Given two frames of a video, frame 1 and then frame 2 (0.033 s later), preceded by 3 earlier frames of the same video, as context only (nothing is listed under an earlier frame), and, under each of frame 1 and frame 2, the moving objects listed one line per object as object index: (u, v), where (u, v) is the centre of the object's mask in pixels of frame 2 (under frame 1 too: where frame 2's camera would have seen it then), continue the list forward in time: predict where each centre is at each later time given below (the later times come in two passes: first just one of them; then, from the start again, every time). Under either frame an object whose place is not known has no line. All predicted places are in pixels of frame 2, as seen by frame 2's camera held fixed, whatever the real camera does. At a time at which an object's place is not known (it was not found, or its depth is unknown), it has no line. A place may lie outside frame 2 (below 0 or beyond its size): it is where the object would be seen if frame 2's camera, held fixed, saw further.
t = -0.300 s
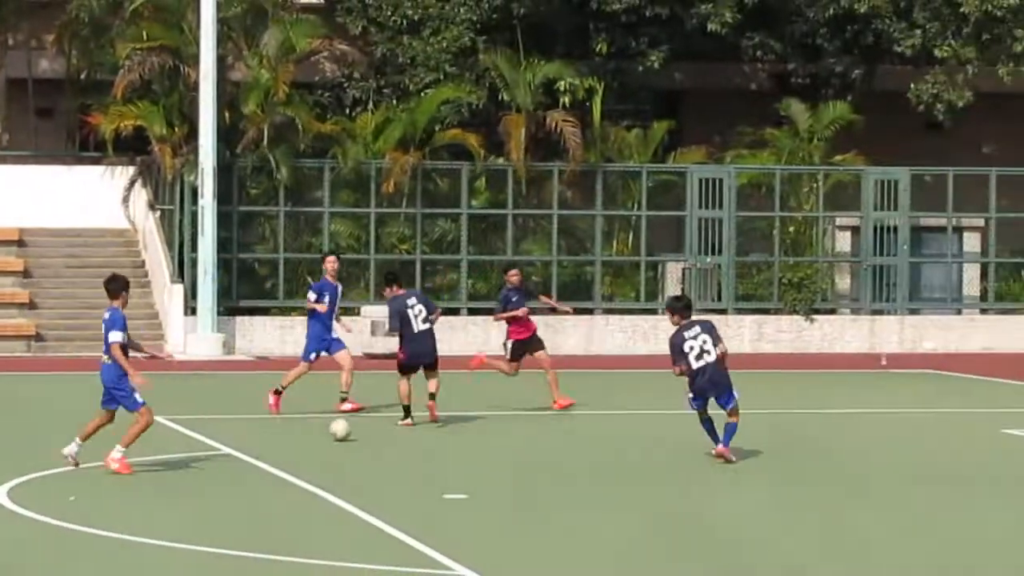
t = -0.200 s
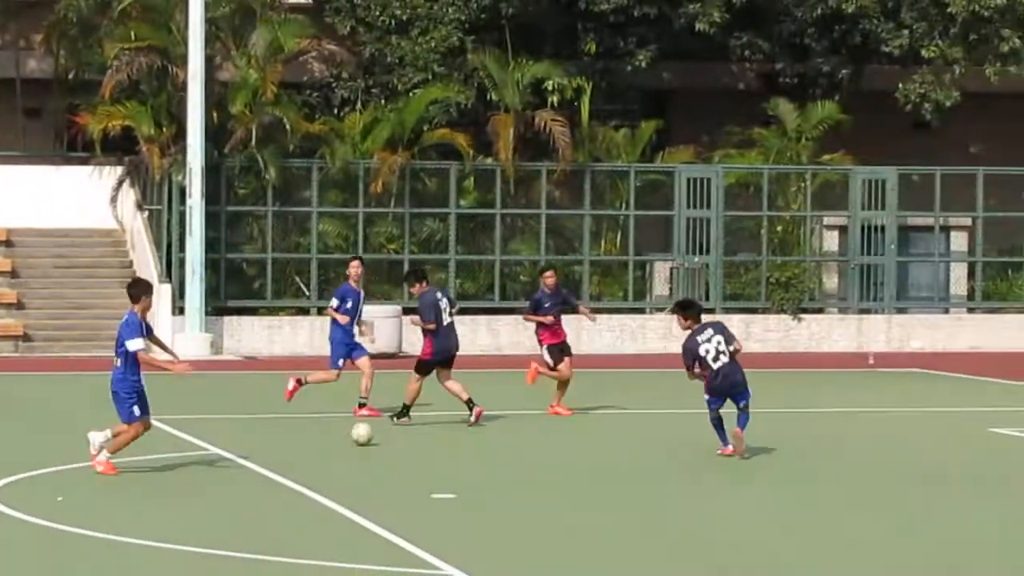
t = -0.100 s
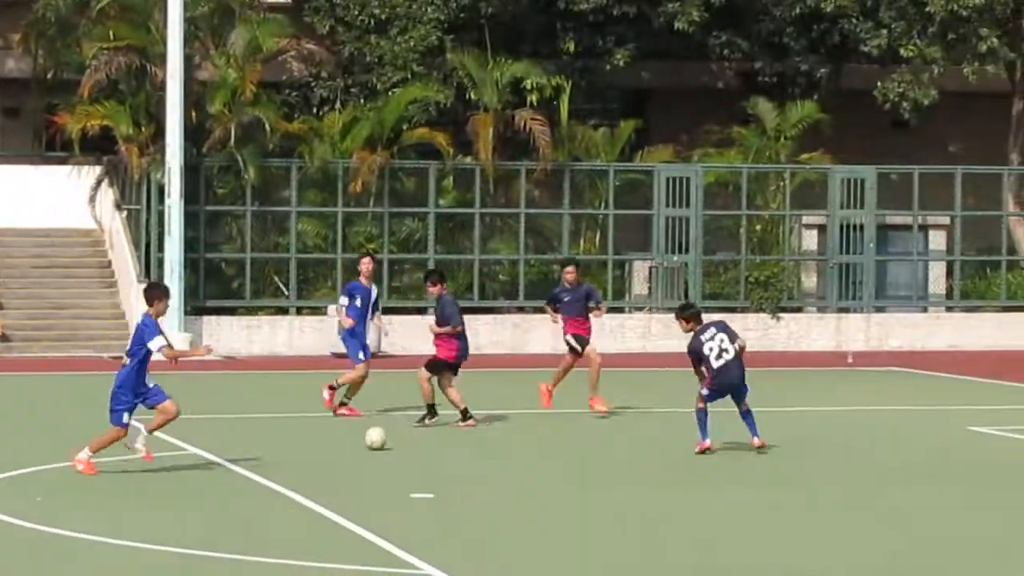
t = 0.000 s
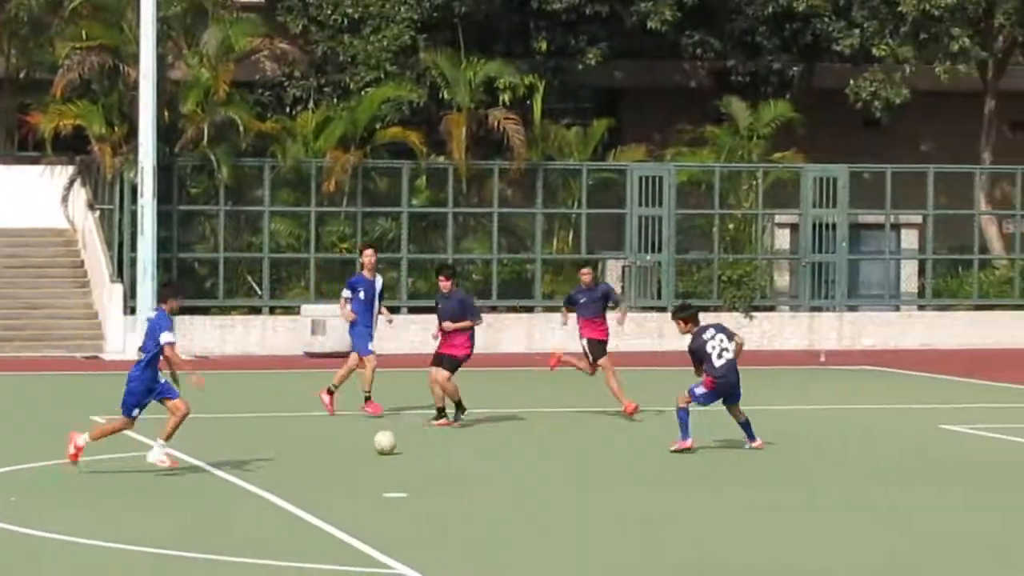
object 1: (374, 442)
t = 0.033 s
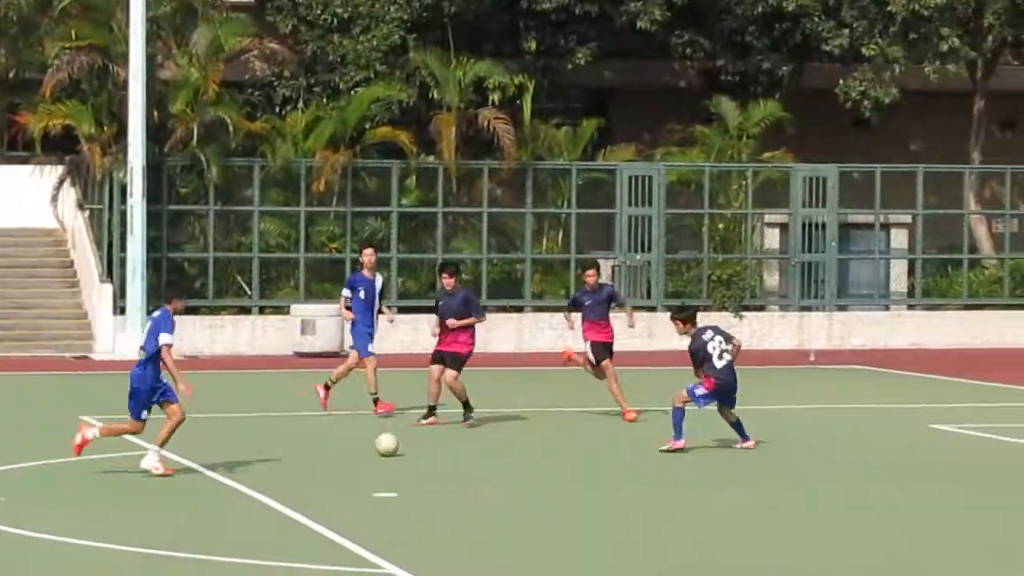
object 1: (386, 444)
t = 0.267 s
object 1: (475, 454)
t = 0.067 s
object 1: (399, 445)
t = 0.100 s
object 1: (411, 447)
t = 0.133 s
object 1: (424, 450)
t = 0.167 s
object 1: (436, 450)
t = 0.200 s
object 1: (449, 452)
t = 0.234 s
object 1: (462, 455)
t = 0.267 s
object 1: (475, 454)
